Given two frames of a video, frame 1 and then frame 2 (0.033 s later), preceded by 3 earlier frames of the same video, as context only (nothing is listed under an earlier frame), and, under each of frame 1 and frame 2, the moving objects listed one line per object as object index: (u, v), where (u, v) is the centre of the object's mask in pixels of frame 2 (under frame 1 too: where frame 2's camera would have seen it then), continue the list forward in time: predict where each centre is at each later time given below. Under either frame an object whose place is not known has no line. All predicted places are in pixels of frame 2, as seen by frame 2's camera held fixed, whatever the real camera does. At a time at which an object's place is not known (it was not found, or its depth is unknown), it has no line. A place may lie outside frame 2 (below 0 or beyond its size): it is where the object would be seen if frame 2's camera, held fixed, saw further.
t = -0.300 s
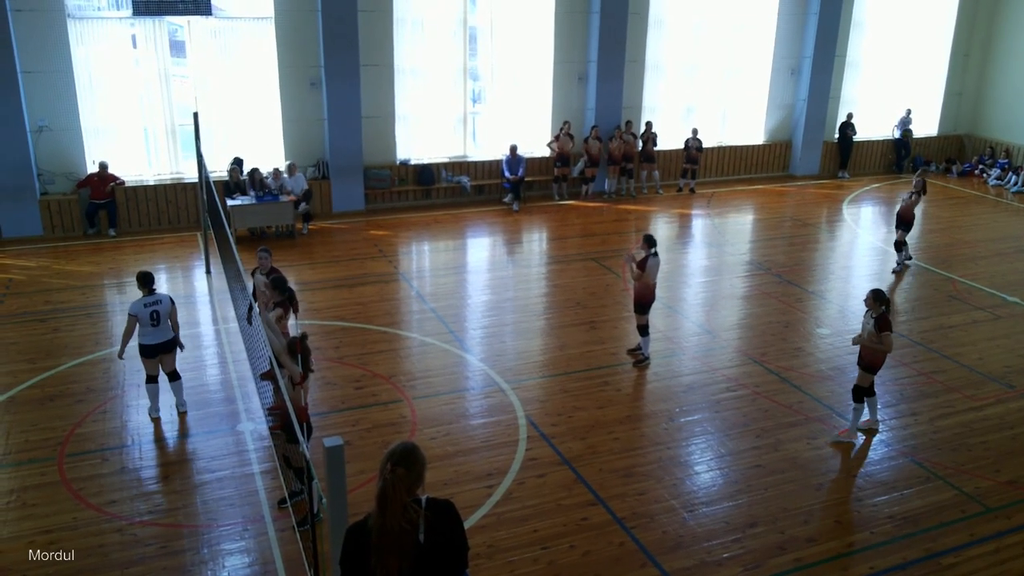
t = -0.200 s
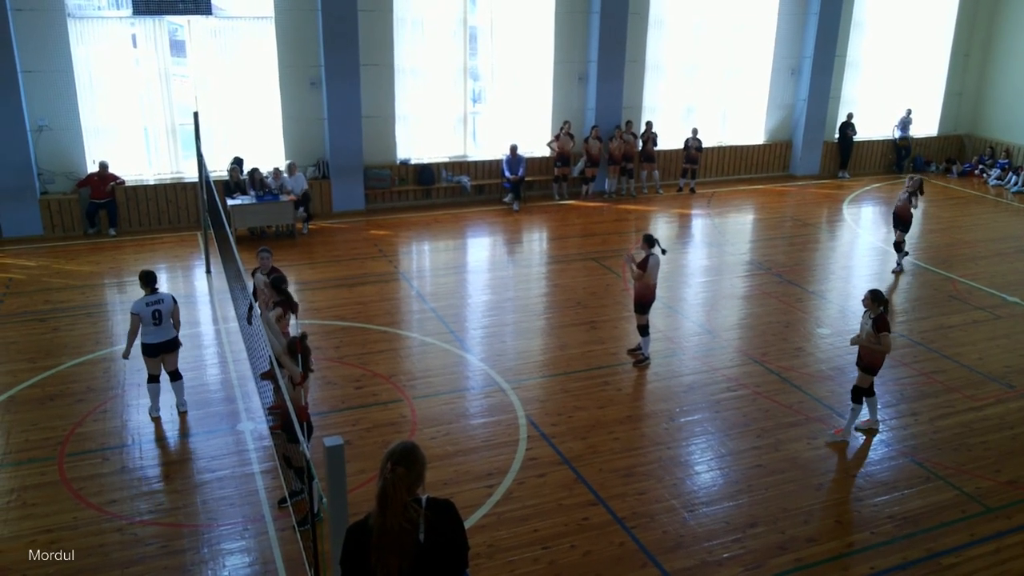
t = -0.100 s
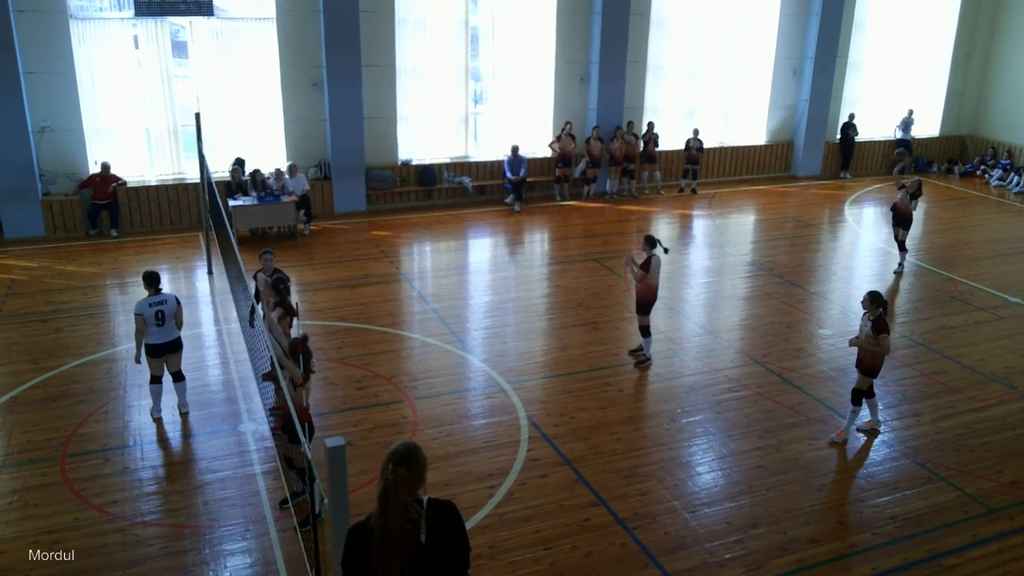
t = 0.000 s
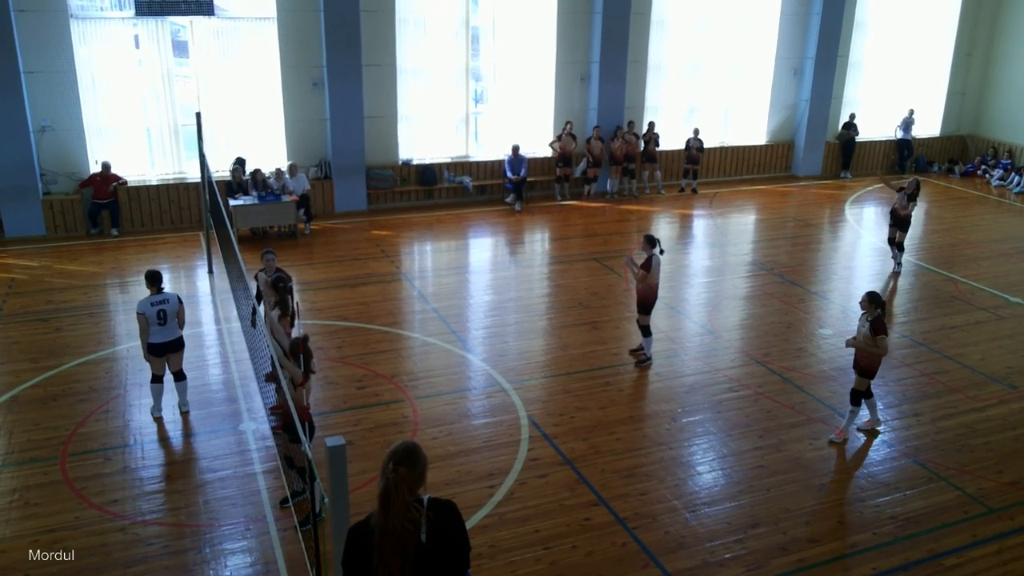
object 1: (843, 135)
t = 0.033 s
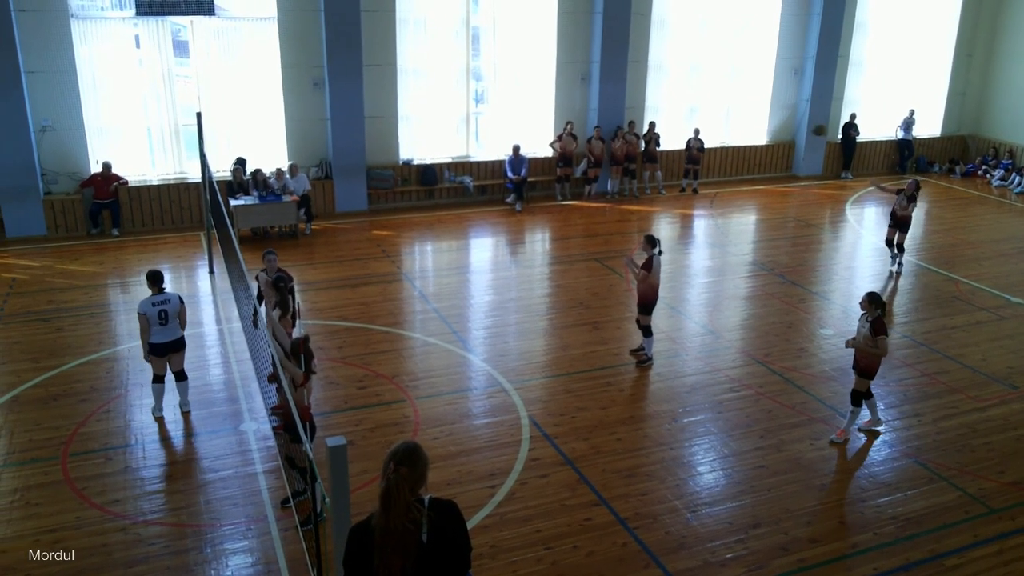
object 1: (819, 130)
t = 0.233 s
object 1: (664, 97)
